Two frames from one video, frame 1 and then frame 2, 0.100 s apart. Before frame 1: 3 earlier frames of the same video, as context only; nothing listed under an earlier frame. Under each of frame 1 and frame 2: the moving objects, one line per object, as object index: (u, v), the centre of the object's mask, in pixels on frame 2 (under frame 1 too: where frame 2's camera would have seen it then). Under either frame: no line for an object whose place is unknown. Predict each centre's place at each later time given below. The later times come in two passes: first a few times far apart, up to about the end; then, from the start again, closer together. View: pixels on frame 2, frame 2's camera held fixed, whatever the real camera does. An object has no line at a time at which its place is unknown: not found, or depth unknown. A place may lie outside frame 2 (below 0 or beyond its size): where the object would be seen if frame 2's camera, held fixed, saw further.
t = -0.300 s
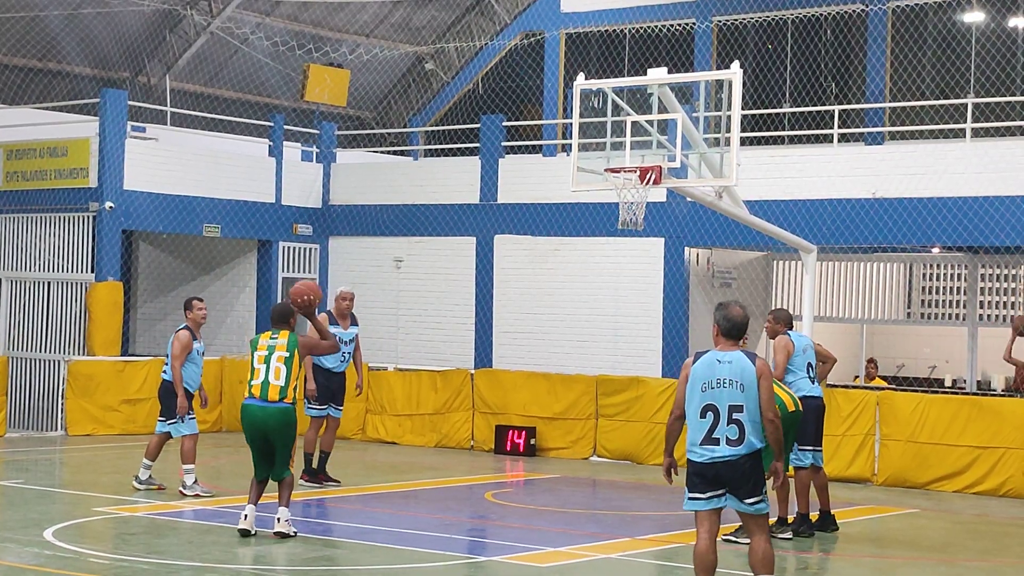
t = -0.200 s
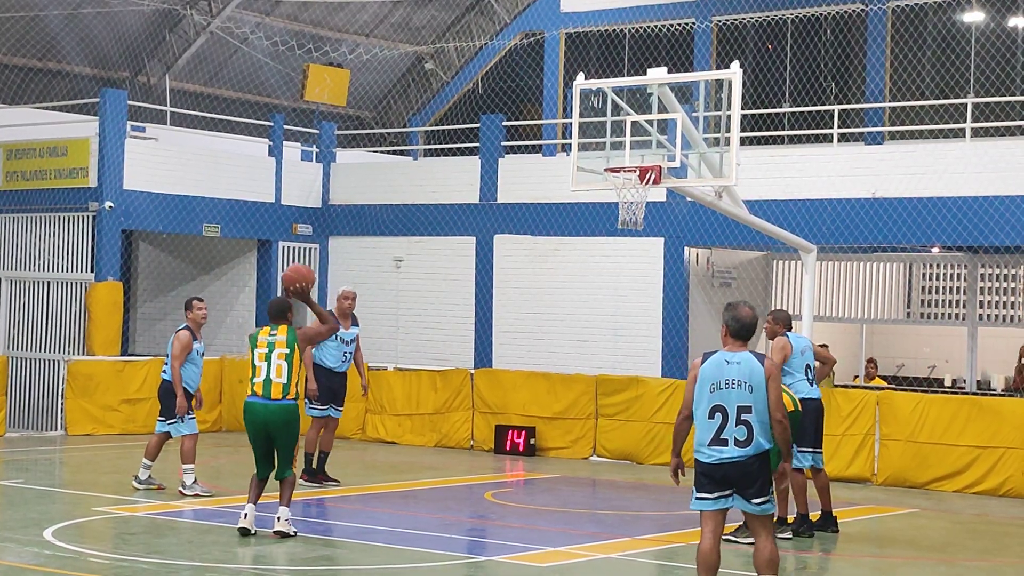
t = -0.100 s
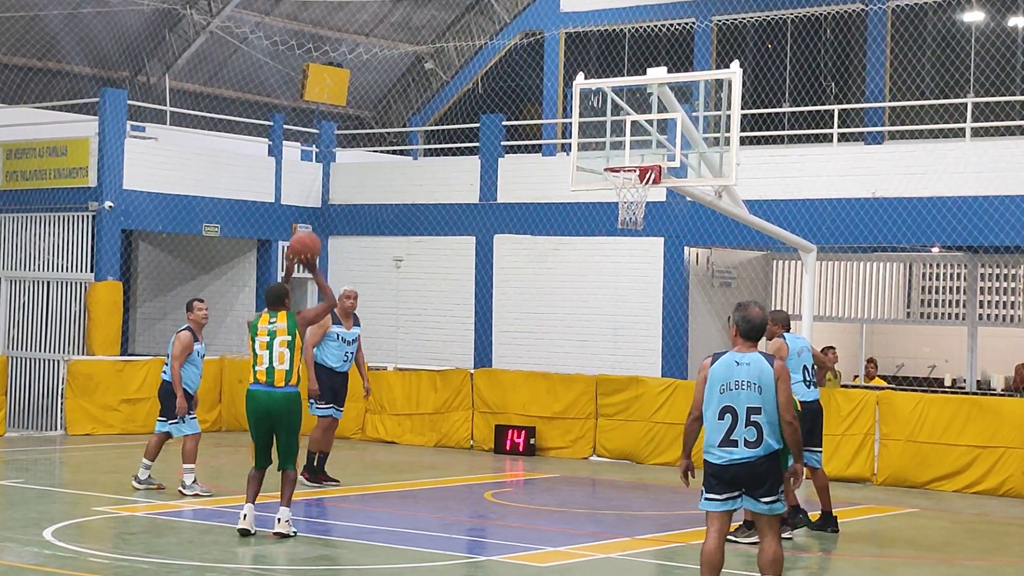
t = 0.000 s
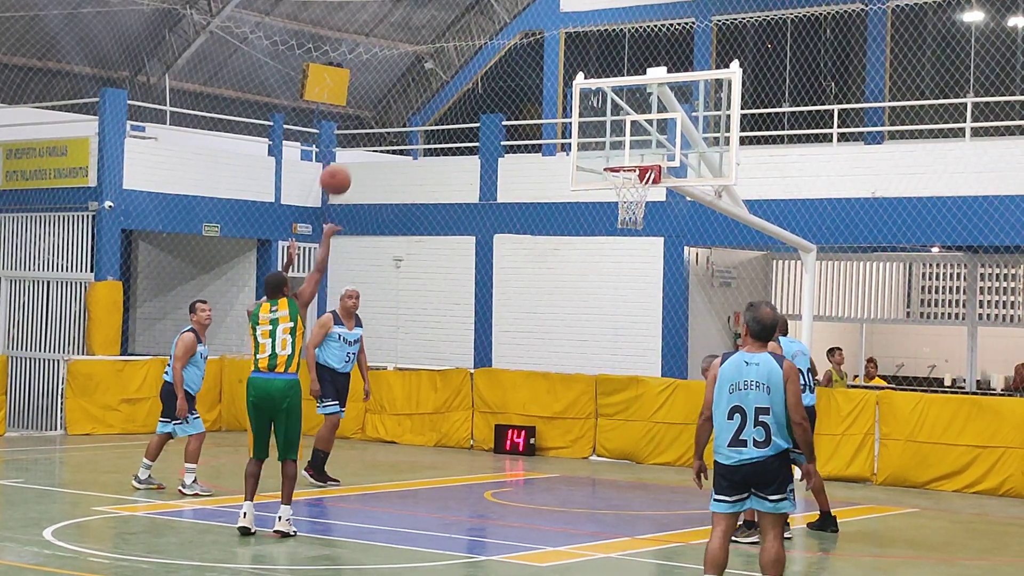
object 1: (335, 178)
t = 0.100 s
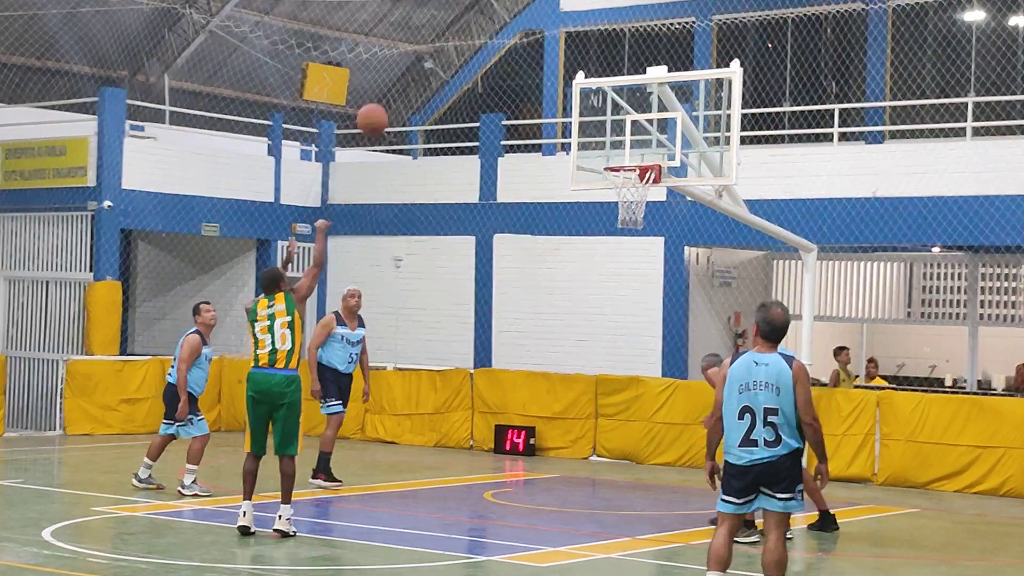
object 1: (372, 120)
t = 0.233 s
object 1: (419, 62)
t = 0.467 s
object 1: (493, 19)
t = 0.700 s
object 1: (558, 38)
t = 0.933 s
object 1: (616, 114)
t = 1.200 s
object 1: (637, 214)
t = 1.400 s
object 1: (624, 293)
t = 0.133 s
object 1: (384, 103)
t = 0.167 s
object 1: (397, 87)
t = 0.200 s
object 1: (408, 74)
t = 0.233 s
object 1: (419, 62)
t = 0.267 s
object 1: (430, 51)
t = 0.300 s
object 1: (441, 43)
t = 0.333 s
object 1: (452, 35)
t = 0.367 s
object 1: (463, 28)
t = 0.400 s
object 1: (473, 24)
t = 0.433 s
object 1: (483, 20)
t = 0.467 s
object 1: (493, 19)
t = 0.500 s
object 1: (502, 17)
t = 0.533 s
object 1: (512, 18)
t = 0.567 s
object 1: (522, 19)
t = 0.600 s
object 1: (532, 22)
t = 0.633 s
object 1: (540, 27)
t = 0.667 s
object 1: (549, 32)
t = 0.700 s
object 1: (558, 38)
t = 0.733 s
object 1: (567, 46)
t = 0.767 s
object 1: (576, 55)
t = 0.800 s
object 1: (584, 64)
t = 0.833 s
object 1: (592, 75)
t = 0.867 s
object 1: (601, 87)
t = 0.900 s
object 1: (608, 101)
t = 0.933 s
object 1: (616, 114)
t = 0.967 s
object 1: (624, 130)
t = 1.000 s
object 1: (632, 146)
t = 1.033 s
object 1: (639, 158)
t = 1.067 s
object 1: (641, 178)
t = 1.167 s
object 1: (637, 208)
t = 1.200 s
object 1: (637, 214)
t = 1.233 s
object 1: (635, 225)
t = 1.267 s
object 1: (633, 236)
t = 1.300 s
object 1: (630, 249)
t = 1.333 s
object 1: (628, 263)
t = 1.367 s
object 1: (626, 277)
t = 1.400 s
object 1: (624, 293)
